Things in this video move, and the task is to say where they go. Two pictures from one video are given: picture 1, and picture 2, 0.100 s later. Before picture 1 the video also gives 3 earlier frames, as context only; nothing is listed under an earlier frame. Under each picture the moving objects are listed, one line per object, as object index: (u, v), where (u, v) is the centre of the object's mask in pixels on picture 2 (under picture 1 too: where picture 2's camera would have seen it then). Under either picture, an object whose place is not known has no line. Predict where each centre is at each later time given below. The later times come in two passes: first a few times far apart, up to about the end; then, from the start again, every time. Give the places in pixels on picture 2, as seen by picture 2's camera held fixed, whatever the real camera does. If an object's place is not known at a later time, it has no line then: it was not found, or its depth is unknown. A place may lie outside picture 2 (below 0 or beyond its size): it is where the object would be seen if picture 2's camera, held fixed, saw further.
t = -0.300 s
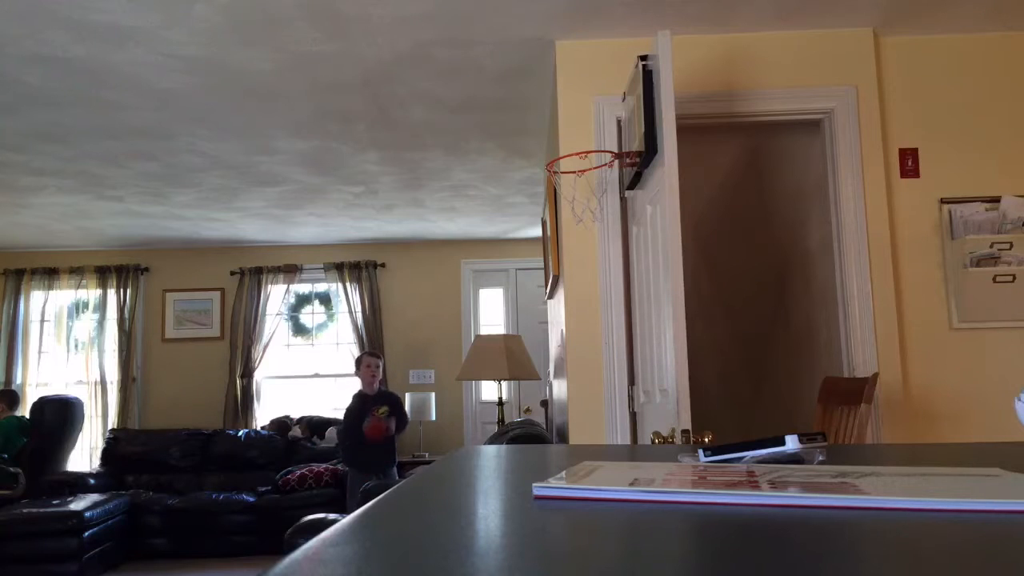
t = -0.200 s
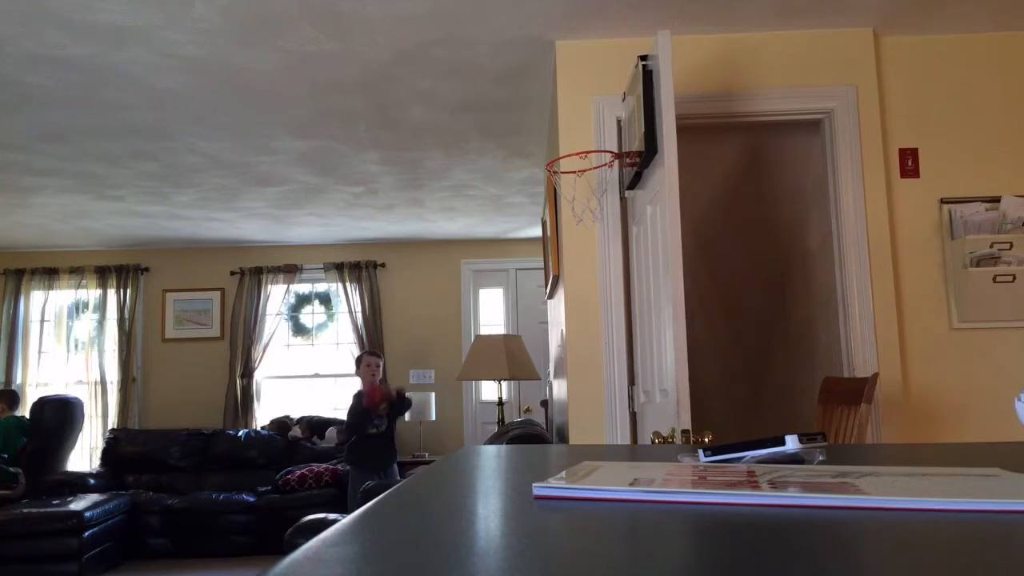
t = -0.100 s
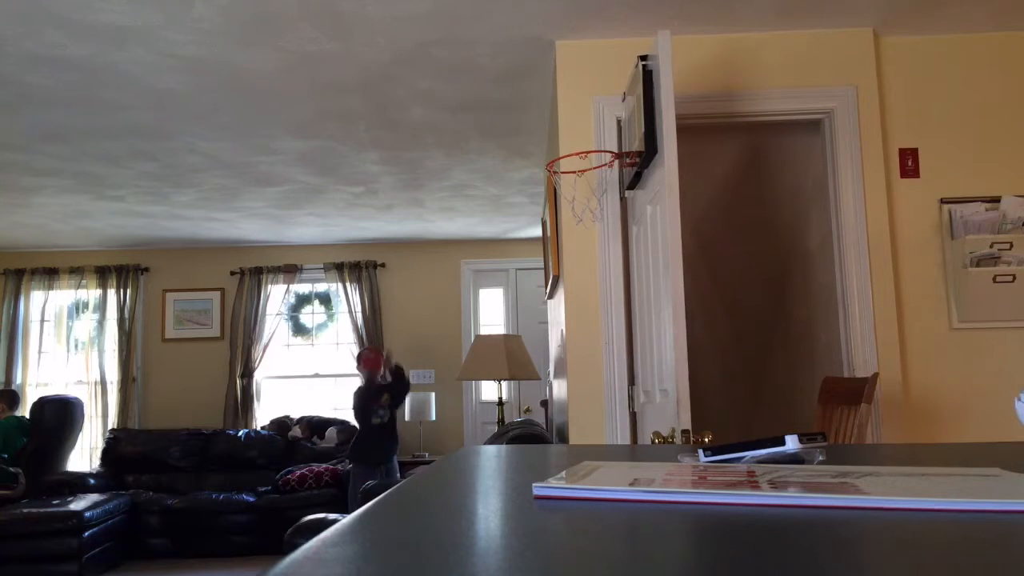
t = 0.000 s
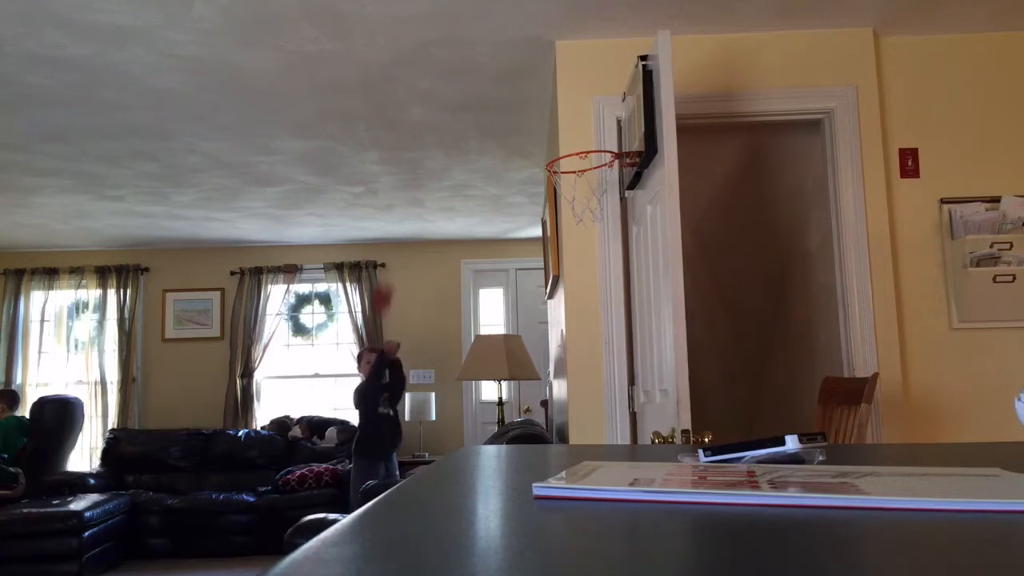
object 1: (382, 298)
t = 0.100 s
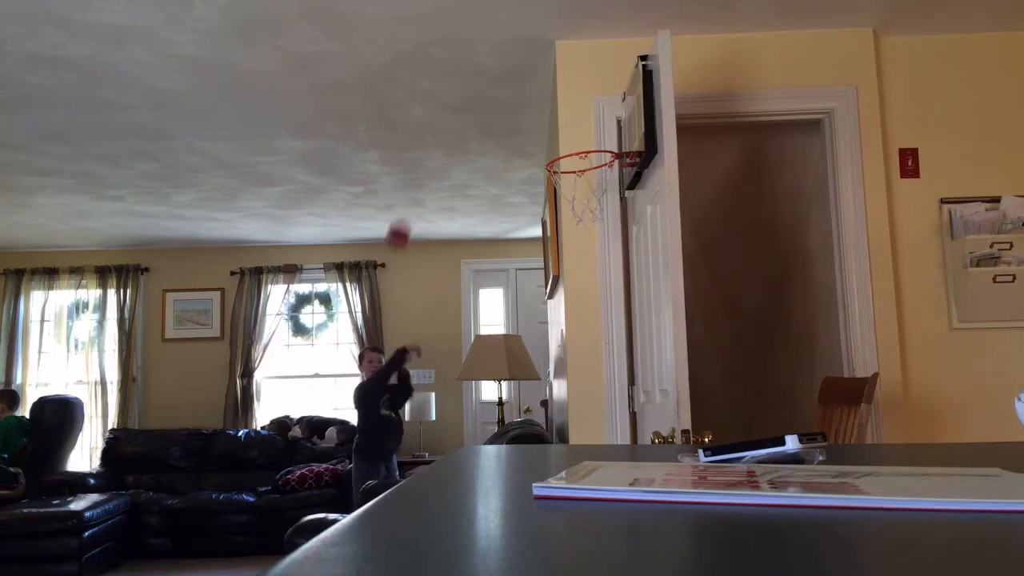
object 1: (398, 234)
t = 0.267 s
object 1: (431, 150)
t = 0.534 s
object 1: (509, 102)
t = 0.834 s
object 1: (610, 202)
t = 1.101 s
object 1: (619, 360)
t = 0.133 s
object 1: (404, 214)
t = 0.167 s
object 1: (411, 196)
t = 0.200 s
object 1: (417, 180)
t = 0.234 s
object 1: (423, 165)
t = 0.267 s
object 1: (431, 150)
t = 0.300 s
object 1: (438, 138)
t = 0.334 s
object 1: (447, 127)
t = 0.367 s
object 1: (455, 117)
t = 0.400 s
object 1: (465, 109)
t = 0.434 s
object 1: (475, 103)
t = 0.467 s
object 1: (485, 101)
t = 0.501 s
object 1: (495, 100)
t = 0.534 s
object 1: (509, 102)
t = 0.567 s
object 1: (521, 107)
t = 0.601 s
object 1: (537, 116)
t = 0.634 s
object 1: (553, 127)
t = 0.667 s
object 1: (568, 142)
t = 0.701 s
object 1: (584, 162)
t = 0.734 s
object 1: (600, 184)
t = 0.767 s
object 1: (608, 192)
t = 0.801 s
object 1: (610, 195)
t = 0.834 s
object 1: (610, 202)
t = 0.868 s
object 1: (611, 212)
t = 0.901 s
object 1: (613, 224)
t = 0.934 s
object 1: (615, 240)
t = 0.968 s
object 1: (617, 258)
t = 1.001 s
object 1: (619, 281)
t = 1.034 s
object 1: (620, 305)
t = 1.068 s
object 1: (620, 331)
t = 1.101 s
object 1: (619, 360)
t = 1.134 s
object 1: (619, 390)
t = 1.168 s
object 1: (620, 425)
